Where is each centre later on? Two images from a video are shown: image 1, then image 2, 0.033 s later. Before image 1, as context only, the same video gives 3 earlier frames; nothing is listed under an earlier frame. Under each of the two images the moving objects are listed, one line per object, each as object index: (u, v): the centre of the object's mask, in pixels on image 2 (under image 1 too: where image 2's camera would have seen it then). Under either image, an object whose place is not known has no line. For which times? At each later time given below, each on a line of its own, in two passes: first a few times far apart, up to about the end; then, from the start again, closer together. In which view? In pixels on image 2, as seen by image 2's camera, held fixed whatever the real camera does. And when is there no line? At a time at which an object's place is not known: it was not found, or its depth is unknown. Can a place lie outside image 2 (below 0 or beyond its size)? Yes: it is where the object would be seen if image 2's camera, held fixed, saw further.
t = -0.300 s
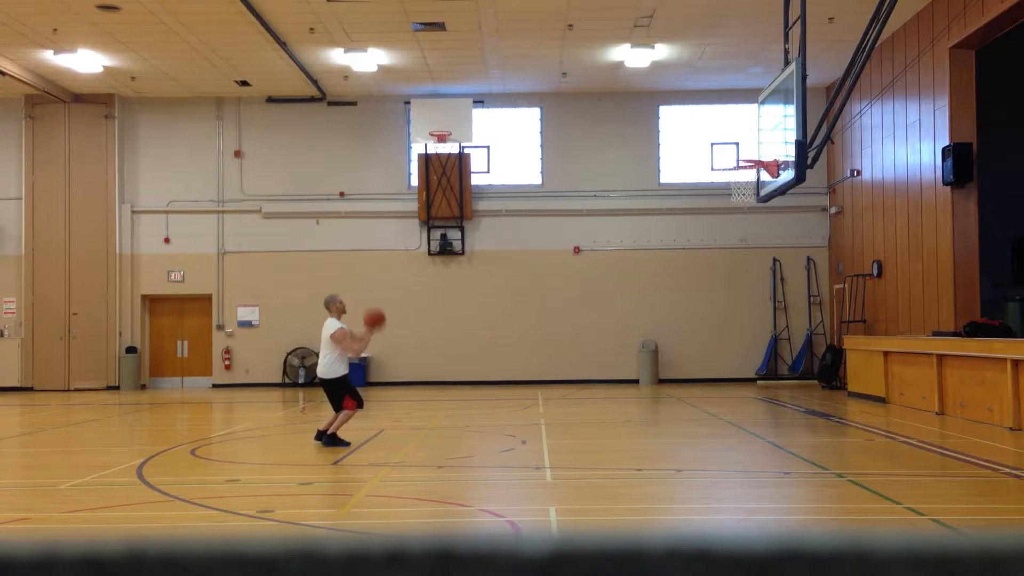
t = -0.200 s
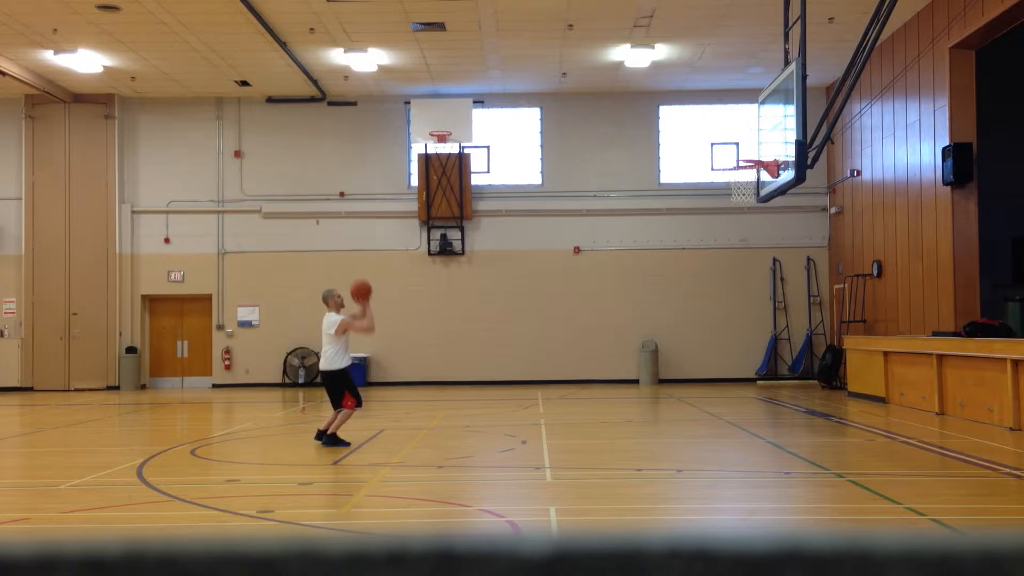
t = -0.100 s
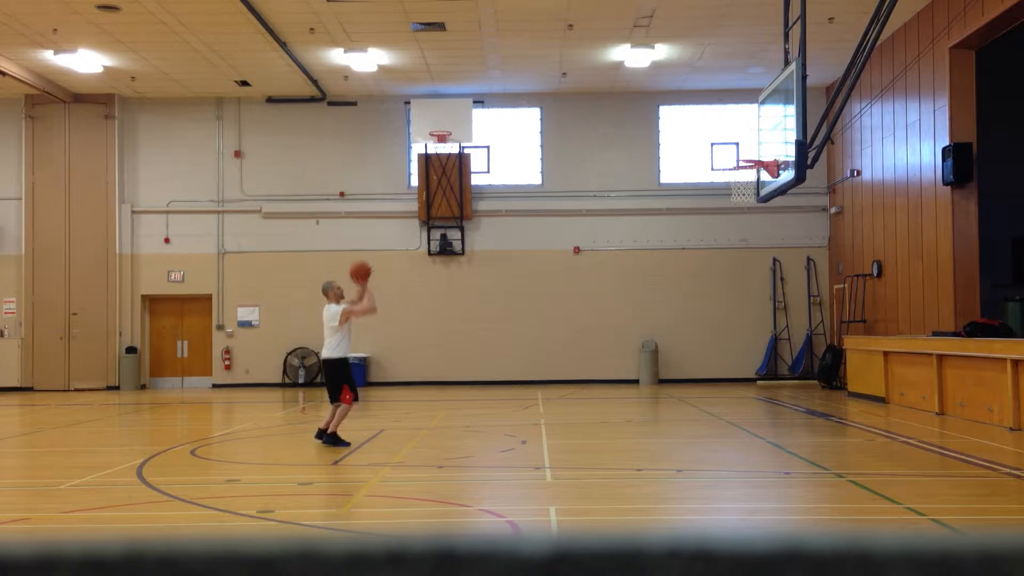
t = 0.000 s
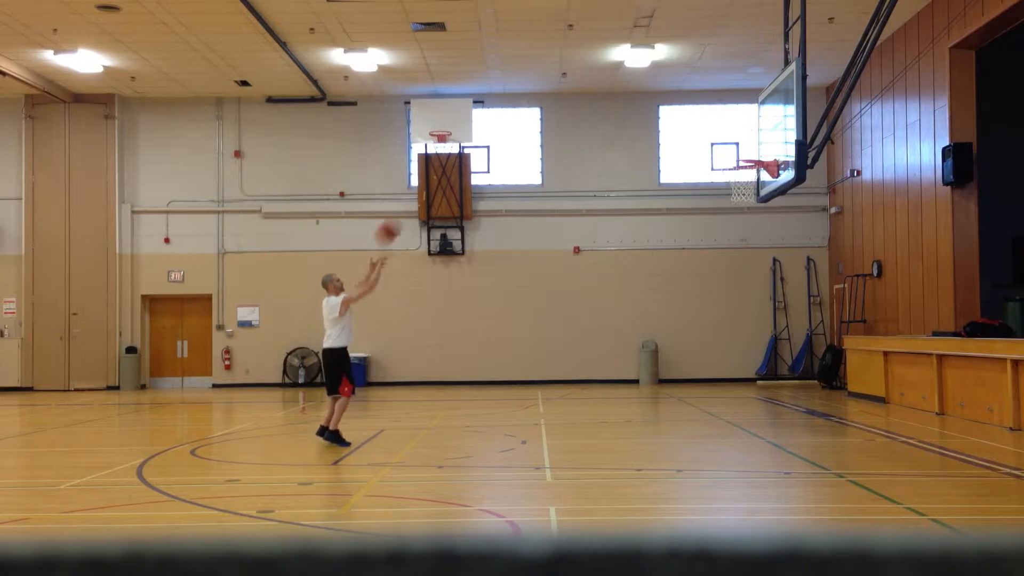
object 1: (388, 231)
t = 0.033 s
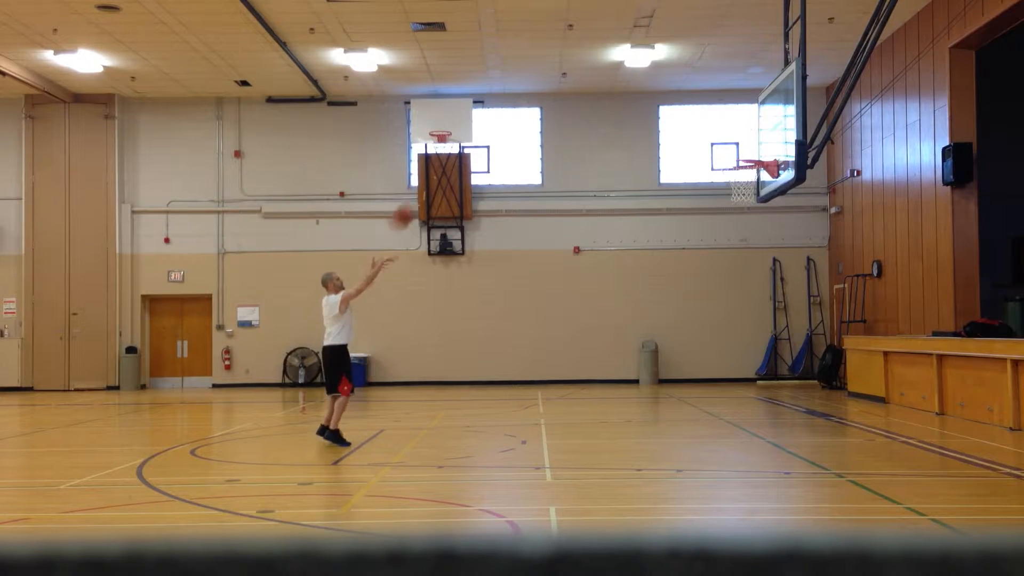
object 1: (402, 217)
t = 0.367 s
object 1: (547, 121)
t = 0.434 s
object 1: (572, 115)
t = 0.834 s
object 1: (737, 152)
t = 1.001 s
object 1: (734, 193)
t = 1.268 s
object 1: (706, 252)
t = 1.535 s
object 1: (682, 366)
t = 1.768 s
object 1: (659, 375)
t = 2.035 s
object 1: (634, 309)
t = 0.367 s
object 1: (547, 121)
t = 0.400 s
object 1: (559, 118)
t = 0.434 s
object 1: (572, 115)
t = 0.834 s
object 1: (737, 152)
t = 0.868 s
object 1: (749, 162)
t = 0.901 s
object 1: (747, 171)
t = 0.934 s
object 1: (740, 181)
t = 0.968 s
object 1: (737, 190)
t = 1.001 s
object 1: (734, 193)
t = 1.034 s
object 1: (730, 197)
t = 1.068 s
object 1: (726, 202)
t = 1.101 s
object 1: (723, 209)
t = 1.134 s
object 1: (719, 215)
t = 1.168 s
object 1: (716, 223)
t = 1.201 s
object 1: (713, 232)
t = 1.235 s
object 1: (709, 242)
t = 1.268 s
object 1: (706, 252)
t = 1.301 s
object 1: (703, 265)
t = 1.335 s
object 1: (699, 277)
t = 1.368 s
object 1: (697, 289)
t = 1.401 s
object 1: (693, 302)
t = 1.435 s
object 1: (690, 317)
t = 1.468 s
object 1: (687, 332)
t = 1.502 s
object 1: (684, 349)
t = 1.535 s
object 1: (682, 366)
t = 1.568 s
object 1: (679, 384)
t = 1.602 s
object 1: (676, 403)
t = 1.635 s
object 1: (673, 421)
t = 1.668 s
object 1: (670, 416)
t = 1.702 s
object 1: (667, 401)
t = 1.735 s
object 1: (663, 387)
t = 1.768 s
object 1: (659, 375)
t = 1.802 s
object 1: (657, 364)
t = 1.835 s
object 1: (653, 352)
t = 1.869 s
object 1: (650, 343)
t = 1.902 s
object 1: (647, 334)
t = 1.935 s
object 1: (644, 326)
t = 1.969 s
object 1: (640, 320)
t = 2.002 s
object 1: (637, 314)
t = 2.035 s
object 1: (634, 309)
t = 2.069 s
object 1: (631, 305)
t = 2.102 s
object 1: (628, 303)
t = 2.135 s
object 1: (625, 300)
